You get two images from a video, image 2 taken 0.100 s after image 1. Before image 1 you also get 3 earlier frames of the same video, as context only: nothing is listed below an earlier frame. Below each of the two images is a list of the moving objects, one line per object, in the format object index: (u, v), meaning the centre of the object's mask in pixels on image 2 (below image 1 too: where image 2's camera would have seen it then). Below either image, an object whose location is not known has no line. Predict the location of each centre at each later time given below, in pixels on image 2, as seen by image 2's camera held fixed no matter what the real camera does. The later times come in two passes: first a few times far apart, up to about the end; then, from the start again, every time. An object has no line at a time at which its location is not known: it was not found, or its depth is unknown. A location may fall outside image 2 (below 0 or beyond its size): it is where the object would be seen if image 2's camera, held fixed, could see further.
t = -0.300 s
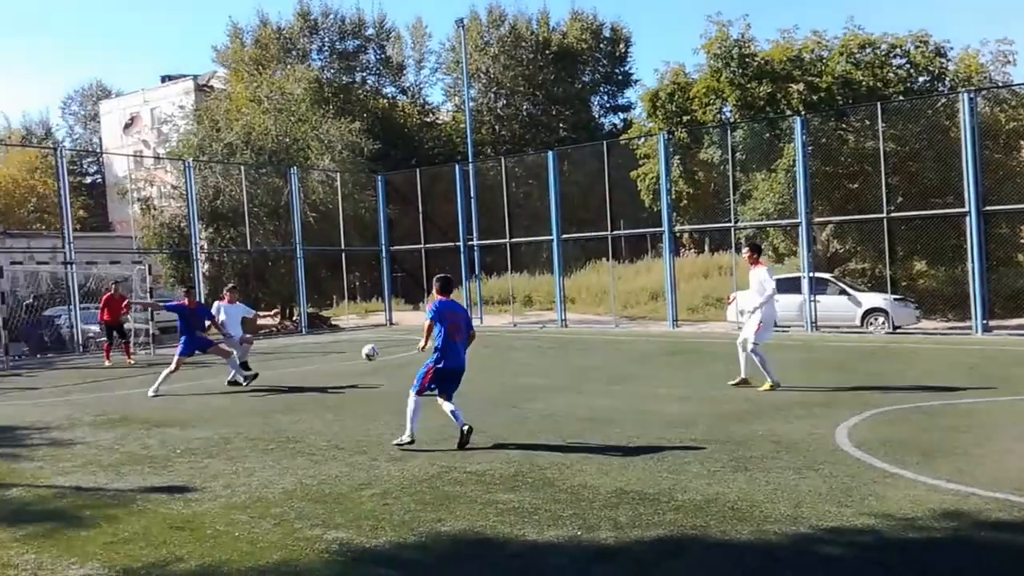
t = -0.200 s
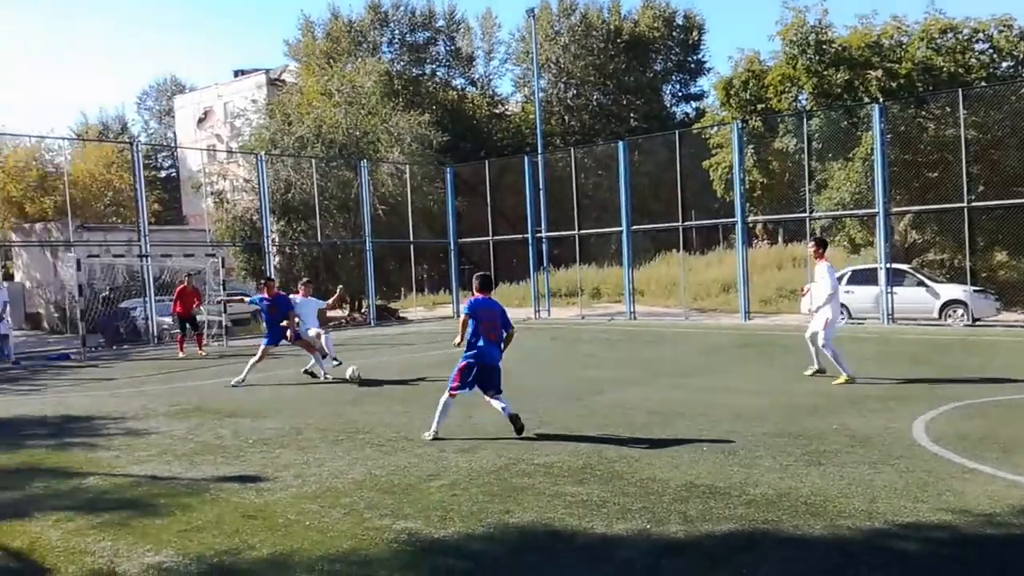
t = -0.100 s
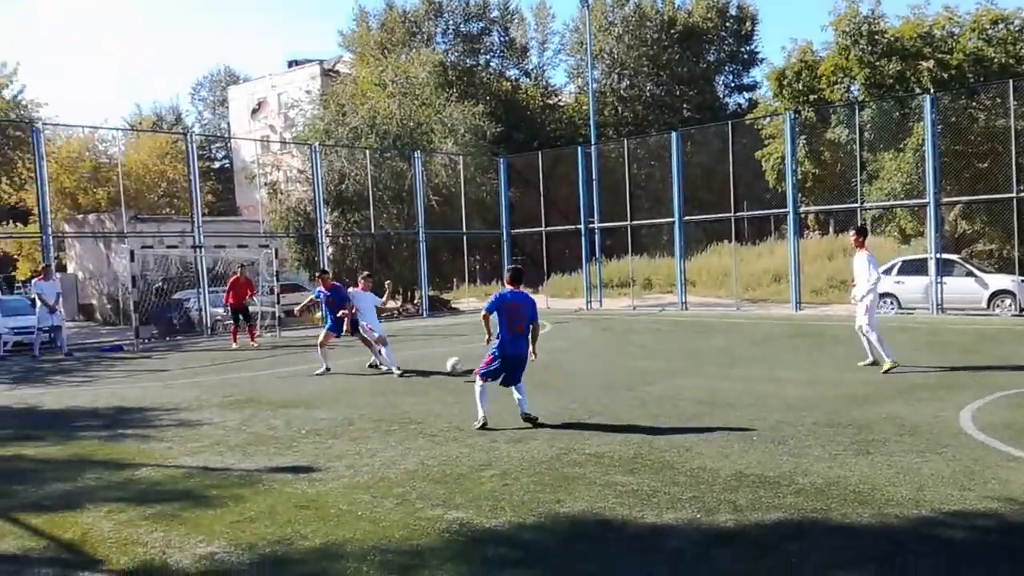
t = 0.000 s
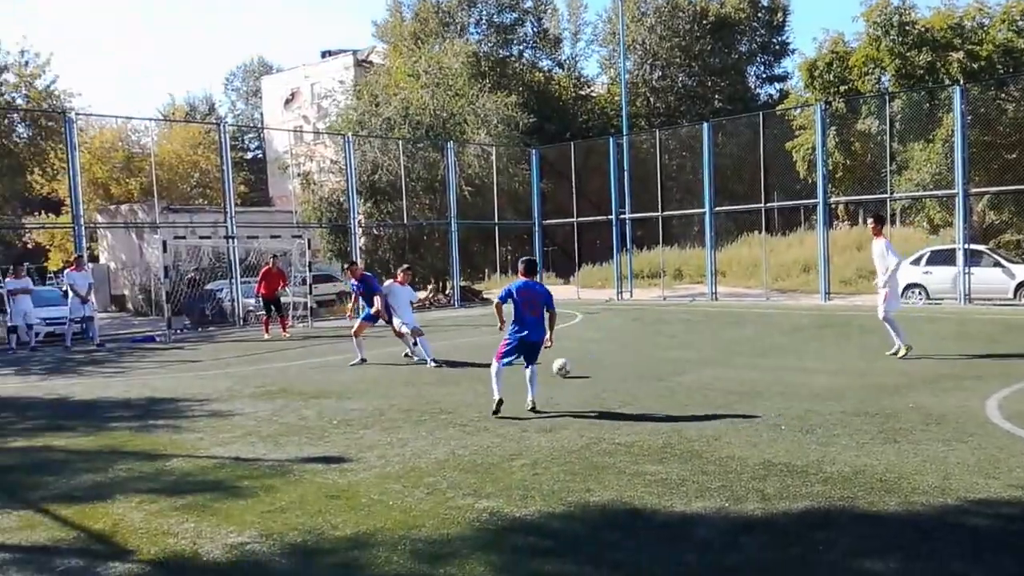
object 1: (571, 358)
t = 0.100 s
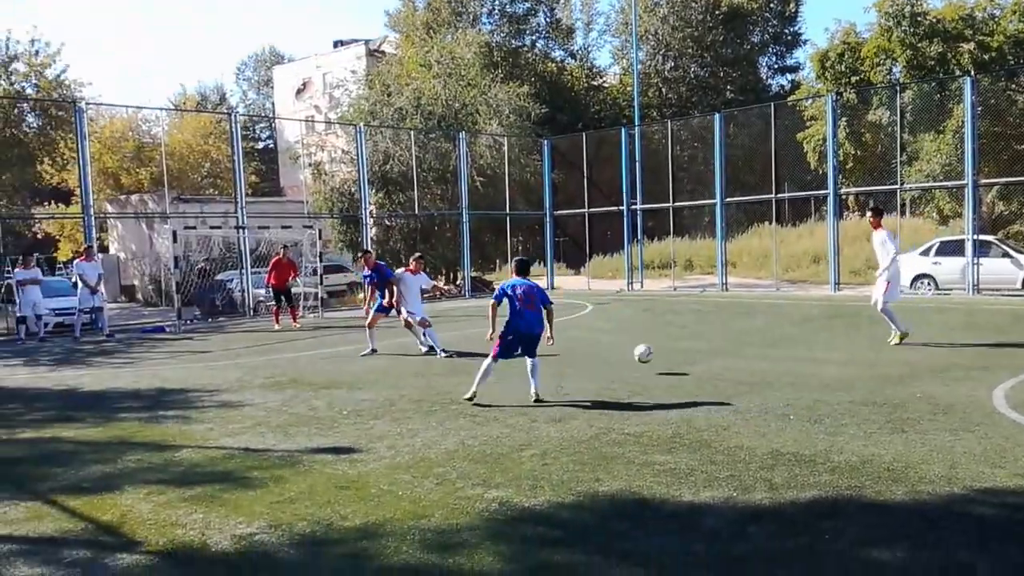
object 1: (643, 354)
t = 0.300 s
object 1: (823, 377)
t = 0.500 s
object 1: (1014, 378)
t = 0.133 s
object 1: (669, 354)
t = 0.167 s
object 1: (697, 356)
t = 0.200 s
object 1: (726, 360)
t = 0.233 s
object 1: (756, 364)
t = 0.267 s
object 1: (788, 370)
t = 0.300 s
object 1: (823, 377)
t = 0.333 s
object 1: (853, 378)
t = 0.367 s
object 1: (882, 376)
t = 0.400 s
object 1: (912, 374)
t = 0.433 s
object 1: (945, 374)
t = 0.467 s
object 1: (978, 376)
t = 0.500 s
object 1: (1014, 378)
